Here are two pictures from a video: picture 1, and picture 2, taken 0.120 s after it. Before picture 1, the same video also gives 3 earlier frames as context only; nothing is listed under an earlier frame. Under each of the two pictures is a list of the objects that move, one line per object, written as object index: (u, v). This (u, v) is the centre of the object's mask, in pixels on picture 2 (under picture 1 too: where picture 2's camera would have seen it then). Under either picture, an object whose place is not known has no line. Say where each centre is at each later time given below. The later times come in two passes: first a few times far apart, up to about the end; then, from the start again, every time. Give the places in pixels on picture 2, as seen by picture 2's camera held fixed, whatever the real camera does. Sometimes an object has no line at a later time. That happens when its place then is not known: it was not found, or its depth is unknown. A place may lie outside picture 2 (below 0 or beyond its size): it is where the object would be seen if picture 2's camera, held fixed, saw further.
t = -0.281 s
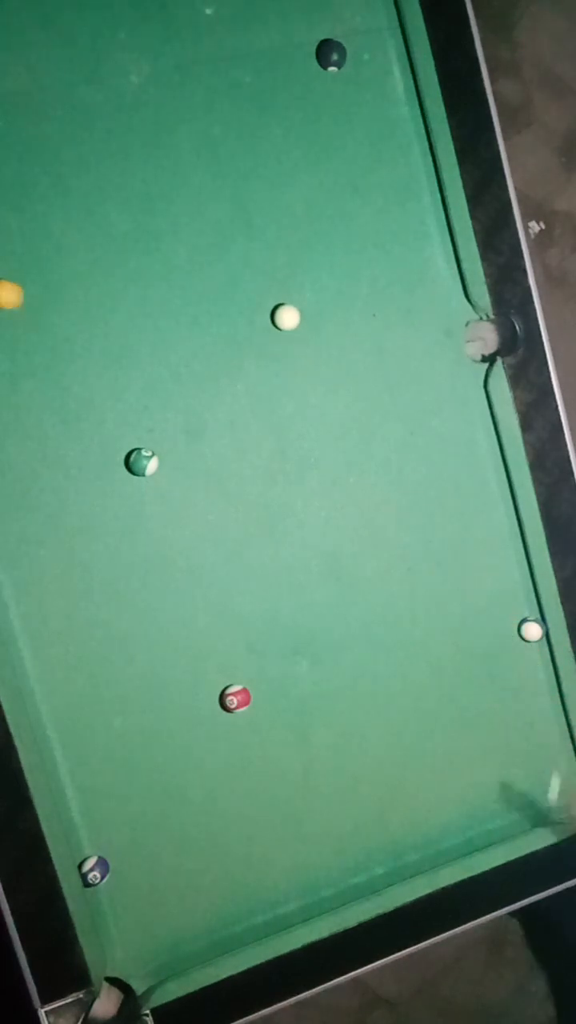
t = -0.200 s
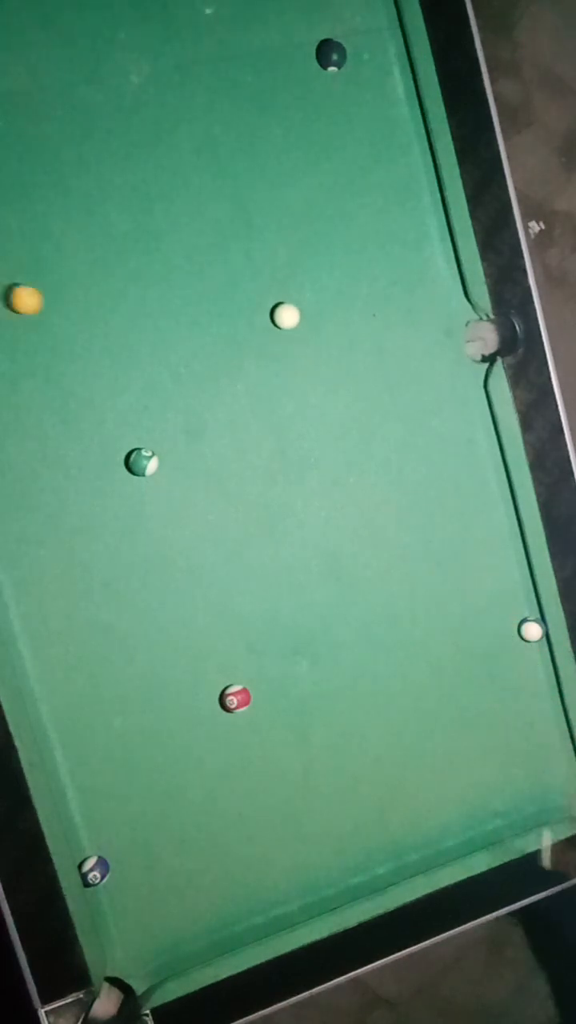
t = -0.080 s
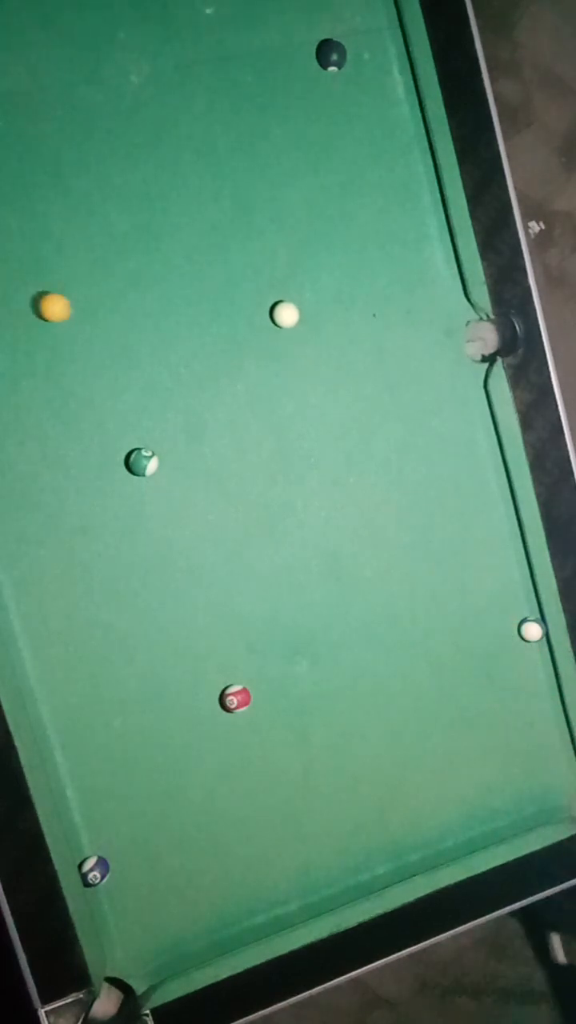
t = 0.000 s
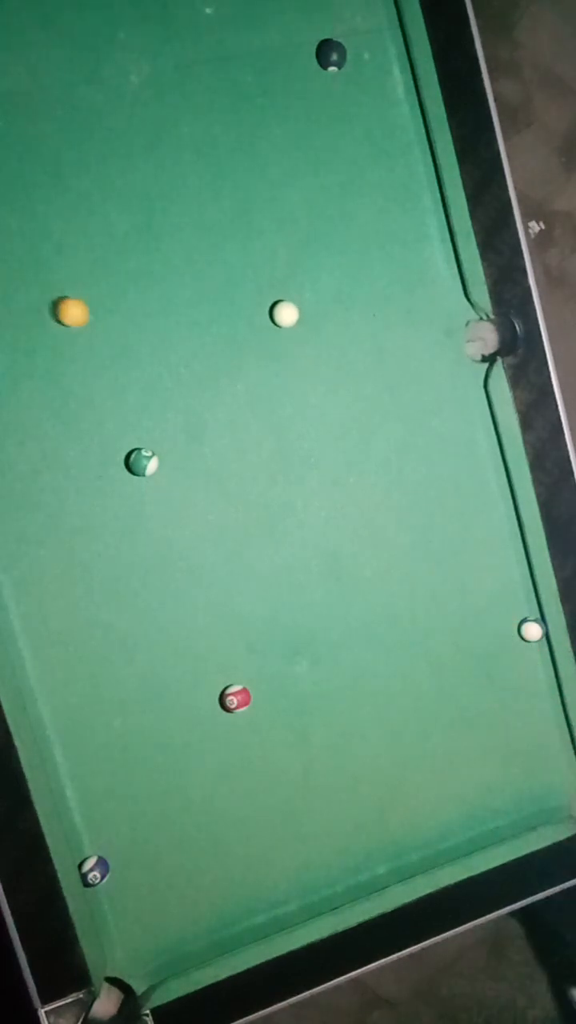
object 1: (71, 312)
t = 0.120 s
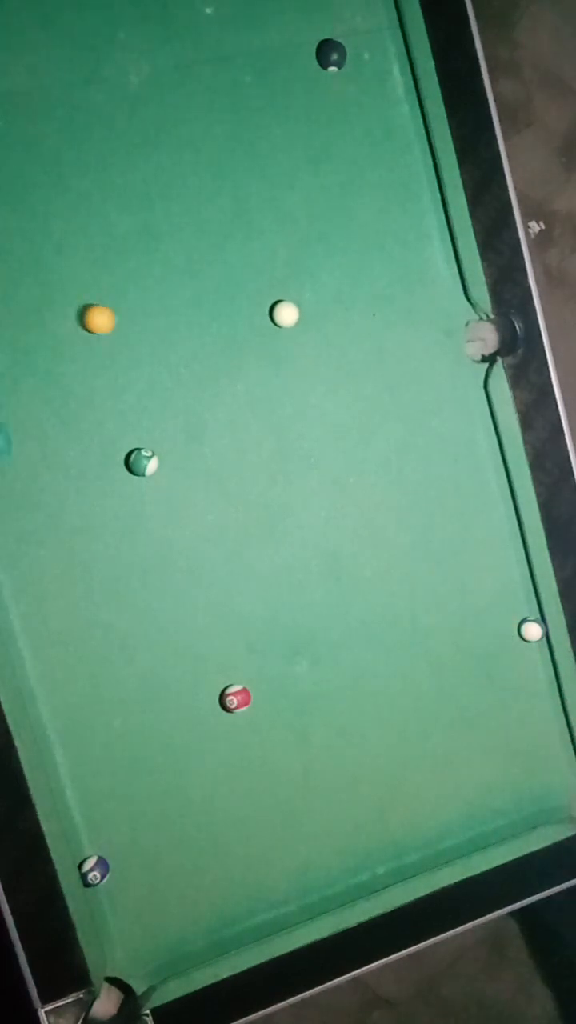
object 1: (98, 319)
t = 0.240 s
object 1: (123, 327)
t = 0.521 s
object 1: (179, 341)
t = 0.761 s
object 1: (222, 353)
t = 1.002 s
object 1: (261, 363)
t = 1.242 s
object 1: (296, 373)
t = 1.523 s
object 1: (334, 383)
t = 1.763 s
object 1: (362, 392)
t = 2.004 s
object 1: (388, 399)
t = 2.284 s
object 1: (414, 406)
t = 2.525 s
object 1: (433, 412)
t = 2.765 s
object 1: (450, 416)
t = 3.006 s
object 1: (465, 420)
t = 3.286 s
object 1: (479, 422)
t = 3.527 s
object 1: (481, 425)
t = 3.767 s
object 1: (478, 428)
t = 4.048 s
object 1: (478, 430)
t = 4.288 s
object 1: (478, 430)
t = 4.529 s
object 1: (478, 430)
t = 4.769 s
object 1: (478, 430)
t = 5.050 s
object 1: (478, 430)
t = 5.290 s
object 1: (478, 430)
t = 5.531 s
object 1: (478, 430)
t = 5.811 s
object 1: (478, 430)
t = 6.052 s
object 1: (478, 430)
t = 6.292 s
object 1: (478, 430)
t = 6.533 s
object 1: (478, 430)
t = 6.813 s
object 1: (478, 430)
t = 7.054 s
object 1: (478, 430)
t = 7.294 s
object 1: (478, 430)
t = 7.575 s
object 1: (478, 430)
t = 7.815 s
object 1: (478, 430)
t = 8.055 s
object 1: (478, 430)
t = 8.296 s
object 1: (478, 430)
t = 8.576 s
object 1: (478, 430)
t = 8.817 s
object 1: (478, 430)
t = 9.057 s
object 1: (478, 430)
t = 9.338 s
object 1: (478, 430)
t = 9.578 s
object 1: (478, 430)
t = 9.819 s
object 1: (478, 430)
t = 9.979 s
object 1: (478, 430)
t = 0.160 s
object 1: (107, 322)
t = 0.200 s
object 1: (115, 324)
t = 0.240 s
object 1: (123, 327)
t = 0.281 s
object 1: (132, 329)
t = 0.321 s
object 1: (140, 331)
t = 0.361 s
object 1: (148, 333)
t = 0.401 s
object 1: (156, 335)
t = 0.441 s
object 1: (164, 337)
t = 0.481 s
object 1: (172, 339)
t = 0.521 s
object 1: (179, 341)
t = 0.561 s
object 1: (187, 343)
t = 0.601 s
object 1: (194, 345)
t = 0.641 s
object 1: (201, 347)
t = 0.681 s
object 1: (208, 349)
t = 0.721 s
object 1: (215, 351)
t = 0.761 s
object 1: (222, 353)
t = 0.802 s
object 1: (229, 355)
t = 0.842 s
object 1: (236, 356)
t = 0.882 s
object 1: (242, 358)
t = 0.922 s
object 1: (249, 360)
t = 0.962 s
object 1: (255, 361)
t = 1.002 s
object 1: (261, 363)
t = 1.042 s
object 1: (267, 365)
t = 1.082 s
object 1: (273, 366)
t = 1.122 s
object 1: (279, 368)
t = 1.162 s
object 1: (285, 370)
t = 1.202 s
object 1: (291, 371)
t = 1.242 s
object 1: (296, 373)
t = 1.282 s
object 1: (302, 374)
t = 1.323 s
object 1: (307, 376)
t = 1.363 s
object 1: (313, 377)
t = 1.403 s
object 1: (318, 379)
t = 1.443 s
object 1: (323, 380)
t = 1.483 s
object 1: (329, 382)
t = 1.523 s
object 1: (334, 383)
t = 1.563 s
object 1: (339, 385)
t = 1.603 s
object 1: (343, 386)
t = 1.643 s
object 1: (348, 388)
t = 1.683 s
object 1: (353, 389)
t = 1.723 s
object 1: (357, 391)
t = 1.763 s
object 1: (362, 392)
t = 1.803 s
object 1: (366, 393)
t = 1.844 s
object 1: (371, 395)
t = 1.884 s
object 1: (375, 396)
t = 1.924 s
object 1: (379, 397)
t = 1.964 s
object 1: (384, 398)
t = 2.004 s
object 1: (388, 399)
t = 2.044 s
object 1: (392, 400)
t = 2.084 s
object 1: (395, 402)
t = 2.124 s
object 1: (399, 403)
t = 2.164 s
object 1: (404, 403)
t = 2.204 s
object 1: (407, 404)
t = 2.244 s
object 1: (411, 405)
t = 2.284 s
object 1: (414, 406)
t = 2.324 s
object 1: (417, 407)
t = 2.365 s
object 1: (421, 408)
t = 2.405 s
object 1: (424, 409)
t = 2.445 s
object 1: (427, 410)
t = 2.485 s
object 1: (430, 411)
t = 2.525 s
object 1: (433, 412)
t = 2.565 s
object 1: (436, 412)
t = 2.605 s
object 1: (439, 413)
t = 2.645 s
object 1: (442, 414)
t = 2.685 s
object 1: (445, 415)
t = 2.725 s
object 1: (447, 416)
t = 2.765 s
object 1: (450, 416)
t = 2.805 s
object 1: (453, 417)
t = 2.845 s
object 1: (455, 417)
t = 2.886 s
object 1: (458, 418)
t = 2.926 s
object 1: (460, 419)
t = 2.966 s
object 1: (463, 420)
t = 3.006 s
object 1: (465, 420)
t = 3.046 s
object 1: (467, 420)
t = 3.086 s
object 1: (469, 421)
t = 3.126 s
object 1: (471, 421)
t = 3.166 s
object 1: (473, 421)
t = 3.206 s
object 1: (475, 422)
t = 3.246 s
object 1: (477, 422)
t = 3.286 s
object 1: (479, 422)
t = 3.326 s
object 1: (480, 423)
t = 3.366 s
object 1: (482, 423)
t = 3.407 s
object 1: (483, 423)
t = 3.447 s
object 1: (482, 424)
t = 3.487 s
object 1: (482, 425)
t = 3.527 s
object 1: (481, 425)
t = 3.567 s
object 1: (481, 426)
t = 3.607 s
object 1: (480, 427)
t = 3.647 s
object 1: (479, 427)
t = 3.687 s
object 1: (479, 427)
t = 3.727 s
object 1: (478, 428)
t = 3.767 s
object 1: (478, 428)
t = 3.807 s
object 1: (478, 428)
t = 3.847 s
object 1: (478, 428)
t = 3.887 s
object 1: (478, 429)
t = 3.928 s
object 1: (478, 429)
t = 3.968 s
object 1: (478, 429)
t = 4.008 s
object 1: (478, 430)
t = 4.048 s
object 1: (478, 430)
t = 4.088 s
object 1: (478, 430)
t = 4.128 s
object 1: (478, 430)
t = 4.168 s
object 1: (478, 430)
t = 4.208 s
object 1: (478, 430)
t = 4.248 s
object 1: (478, 430)
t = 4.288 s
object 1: (478, 430)
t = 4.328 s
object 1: (478, 430)
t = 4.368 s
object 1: (478, 430)
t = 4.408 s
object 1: (478, 430)
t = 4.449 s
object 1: (478, 430)
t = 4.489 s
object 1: (478, 430)
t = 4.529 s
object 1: (478, 430)
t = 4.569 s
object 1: (478, 430)
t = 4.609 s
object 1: (478, 430)
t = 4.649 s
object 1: (478, 430)
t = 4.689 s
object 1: (478, 430)
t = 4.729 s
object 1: (478, 430)
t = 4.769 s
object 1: (478, 430)
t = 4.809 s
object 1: (478, 430)
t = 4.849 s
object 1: (478, 430)
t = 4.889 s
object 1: (478, 430)
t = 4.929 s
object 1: (478, 430)
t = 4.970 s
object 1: (478, 430)
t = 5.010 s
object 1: (478, 430)
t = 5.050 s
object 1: (478, 430)
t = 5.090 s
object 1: (478, 430)
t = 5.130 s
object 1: (478, 430)
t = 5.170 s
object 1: (478, 430)
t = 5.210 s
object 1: (478, 430)
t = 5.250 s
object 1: (478, 430)
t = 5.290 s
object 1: (478, 430)
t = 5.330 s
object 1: (478, 430)
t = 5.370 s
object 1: (478, 430)
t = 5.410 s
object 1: (478, 430)
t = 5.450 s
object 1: (478, 430)
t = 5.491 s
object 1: (478, 430)
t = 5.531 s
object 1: (478, 430)
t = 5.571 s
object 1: (478, 430)
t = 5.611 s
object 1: (478, 430)
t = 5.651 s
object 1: (478, 430)
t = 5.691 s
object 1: (478, 430)
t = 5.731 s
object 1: (478, 430)
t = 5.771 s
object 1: (478, 430)
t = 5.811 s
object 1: (478, 430)
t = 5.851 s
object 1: (478, 430)
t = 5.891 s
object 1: (478, 430)
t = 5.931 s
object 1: (478, 430)
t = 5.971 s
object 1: (478, 430)
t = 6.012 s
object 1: (478, 430)
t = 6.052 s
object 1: (478, 430)
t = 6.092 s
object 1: (478, 430)
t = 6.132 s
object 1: (478, 430)
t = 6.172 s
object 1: (478, 430)
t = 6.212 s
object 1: (478, 430)
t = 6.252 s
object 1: (478, 430)
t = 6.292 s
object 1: (478, 430)
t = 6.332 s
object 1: (478, 430)
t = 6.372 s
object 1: (478, 430)
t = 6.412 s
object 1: (478, 430)
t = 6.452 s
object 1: (478, 430)
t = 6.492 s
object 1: (478, 430)
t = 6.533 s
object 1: (478, 430)
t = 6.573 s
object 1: (478, 430)
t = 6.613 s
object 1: (478, 430)
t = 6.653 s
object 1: (478, 430)
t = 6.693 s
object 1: (478, 430)
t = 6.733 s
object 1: (478, 430)
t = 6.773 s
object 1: (478, 430)
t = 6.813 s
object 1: (478, 430)
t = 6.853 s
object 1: (478, 430)
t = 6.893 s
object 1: (478, 430)
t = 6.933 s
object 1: (478, 430)
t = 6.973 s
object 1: (478, 430)
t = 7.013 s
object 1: (478, 430)
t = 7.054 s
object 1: (478, 430)
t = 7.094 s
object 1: (478, 430)
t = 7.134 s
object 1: (478, 430)
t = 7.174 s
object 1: (478, 430)
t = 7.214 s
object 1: (478, 430)
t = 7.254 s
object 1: (478, 430)
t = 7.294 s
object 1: (478, 430)
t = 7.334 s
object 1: (478, 430)
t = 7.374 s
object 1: (478, 430)
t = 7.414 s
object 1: (478, 430)
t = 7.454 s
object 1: (478, 430)
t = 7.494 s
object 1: (478, 430)
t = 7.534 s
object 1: (478, 430)
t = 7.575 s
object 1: (478, 430)
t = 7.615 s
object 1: (478, 430)
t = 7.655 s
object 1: (478, 430)
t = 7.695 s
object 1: (478, 430)
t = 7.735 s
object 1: (478, 430)
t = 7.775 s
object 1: (478, 430)
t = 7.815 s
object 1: (478, 430)
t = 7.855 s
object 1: (478, 430)
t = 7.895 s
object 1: (478, 430)
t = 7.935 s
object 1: (478, 430)
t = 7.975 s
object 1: (478, 430)
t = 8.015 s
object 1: (478, 430)
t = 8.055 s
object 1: (478, 430)
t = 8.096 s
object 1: (478, 430)
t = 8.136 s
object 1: (478, 430)
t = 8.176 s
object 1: (478, 430)
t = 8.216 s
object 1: (478, 430)
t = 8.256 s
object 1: (478, 430)
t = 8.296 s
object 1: (478, 430)
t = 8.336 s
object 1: (478, 430)
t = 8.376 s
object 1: (478, 430)
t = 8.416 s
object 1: (478, 430)
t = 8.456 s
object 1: (478, 430)
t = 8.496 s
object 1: (478, 430)
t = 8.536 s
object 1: (478, 430)
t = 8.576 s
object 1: (478, 430)
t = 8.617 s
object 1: (478, 430)
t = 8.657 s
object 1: (478, 430)
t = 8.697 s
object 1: (478, 430)
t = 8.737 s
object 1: (478, 430)
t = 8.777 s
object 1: (478, 430)
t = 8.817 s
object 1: (478, 430)
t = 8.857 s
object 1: (478, 430)
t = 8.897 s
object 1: (478, 430)
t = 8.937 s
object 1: (478, 430)
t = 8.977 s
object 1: (478, 430)
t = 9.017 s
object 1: (478, 430)
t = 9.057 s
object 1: (478, 430)
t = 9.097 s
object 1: (478, 430)
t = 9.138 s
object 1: (478, 430)
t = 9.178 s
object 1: (478, 430)
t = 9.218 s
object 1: (478, 430)
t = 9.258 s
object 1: (478, 430)
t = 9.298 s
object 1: (478, 430)
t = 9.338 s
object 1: (478, 430)
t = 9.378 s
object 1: (478, 430)
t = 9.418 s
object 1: (478, 430)
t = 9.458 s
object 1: (478, 430)
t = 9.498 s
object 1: (478, 430)
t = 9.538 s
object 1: (478, 430)
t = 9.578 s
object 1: (478, 430)
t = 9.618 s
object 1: (478, 430)
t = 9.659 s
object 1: (478, 430)
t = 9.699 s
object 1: (478, 430)
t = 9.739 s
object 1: (478, 430)
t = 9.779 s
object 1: (478, 430)
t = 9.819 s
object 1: (478, 430)
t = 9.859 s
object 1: (478, 430)
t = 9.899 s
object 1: (478, 430)
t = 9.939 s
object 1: (478, 430)
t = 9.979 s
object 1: (478, 430)
